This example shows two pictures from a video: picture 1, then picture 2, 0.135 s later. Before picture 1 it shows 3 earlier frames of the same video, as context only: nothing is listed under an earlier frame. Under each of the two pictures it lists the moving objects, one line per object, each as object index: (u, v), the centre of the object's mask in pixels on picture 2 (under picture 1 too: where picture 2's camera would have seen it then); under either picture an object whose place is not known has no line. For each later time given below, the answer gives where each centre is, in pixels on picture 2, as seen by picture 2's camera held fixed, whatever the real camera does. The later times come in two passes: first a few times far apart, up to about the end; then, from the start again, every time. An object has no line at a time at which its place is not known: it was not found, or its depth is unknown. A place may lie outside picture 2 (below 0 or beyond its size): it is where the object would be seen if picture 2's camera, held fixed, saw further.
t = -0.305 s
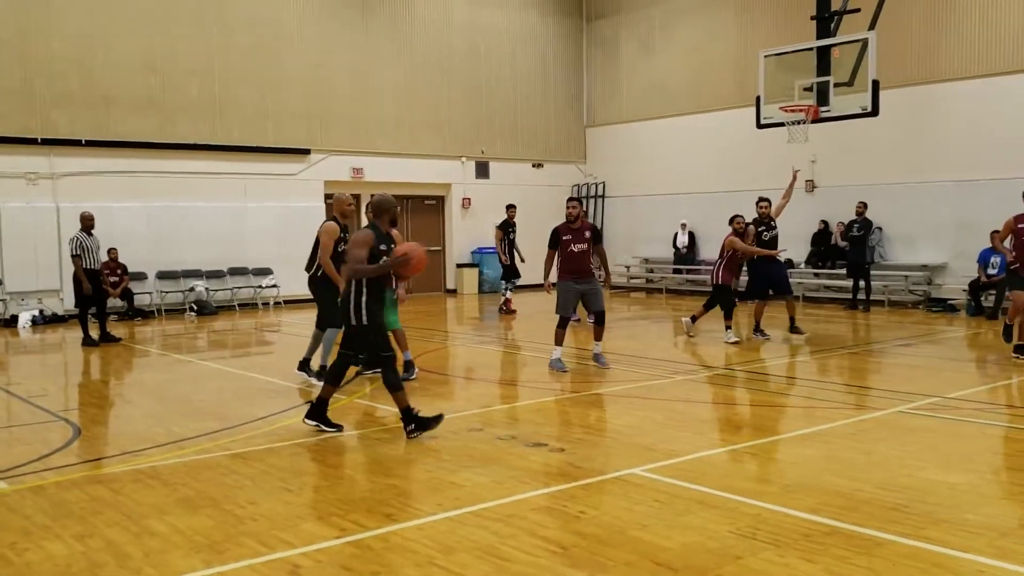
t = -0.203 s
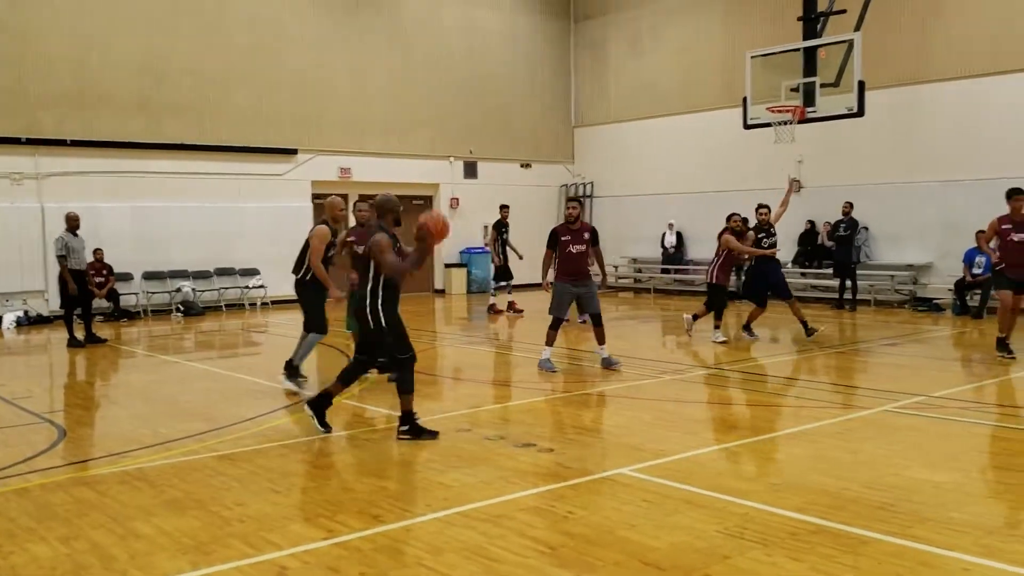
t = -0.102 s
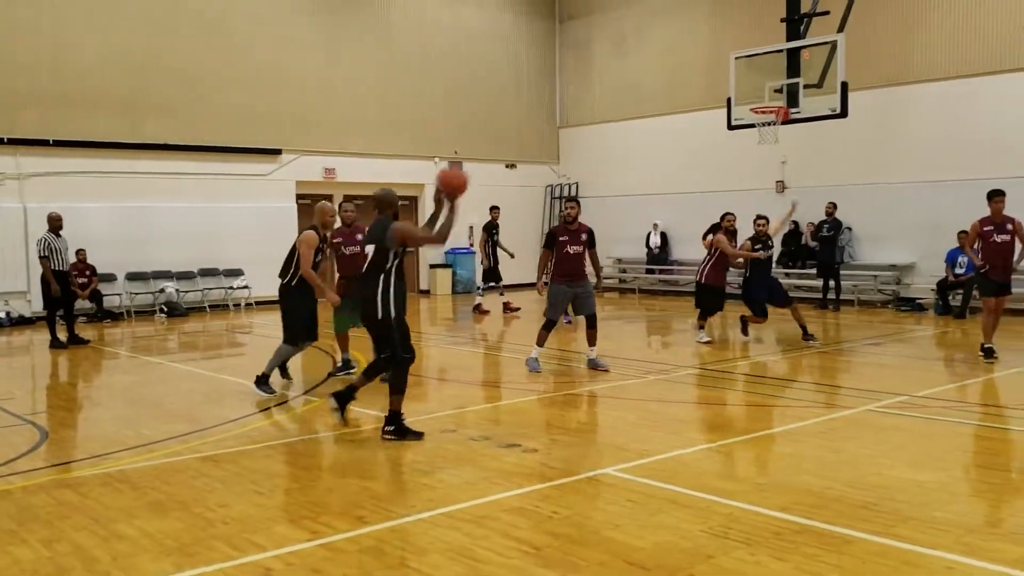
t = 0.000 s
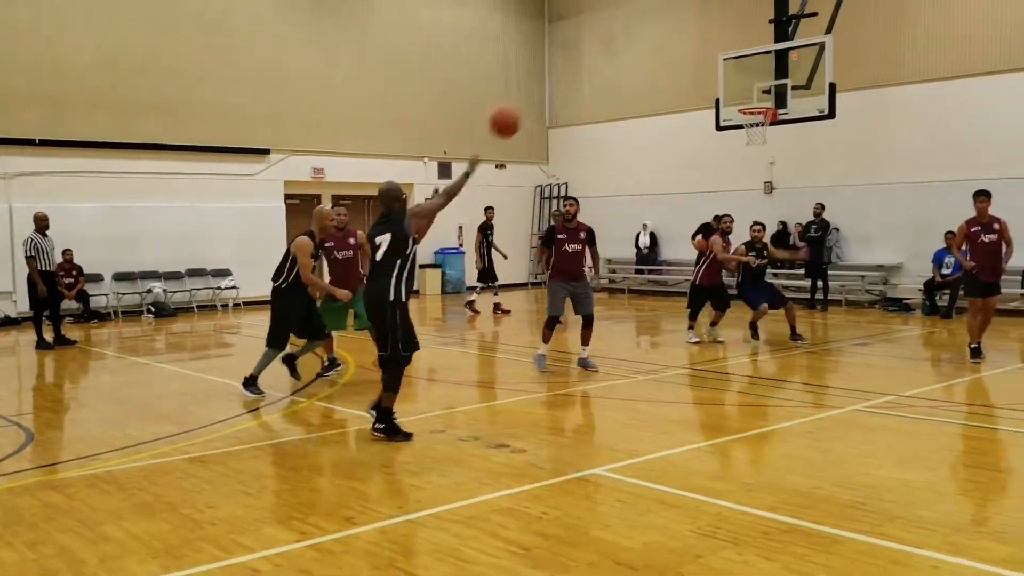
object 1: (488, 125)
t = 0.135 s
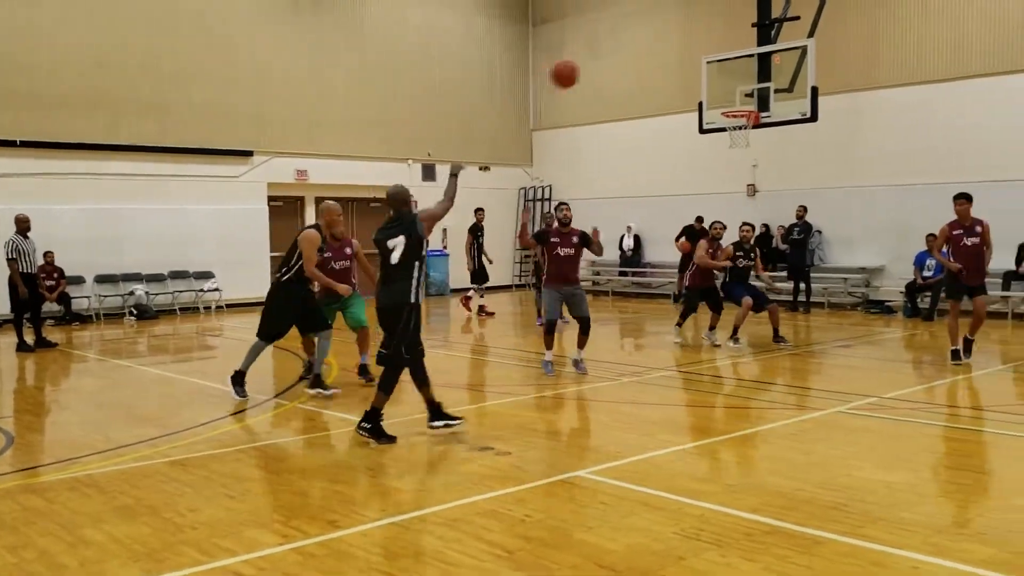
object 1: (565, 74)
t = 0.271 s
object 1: (629, 50)
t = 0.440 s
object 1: (696, 50)
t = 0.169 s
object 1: (582, 66)
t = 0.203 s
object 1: (599, 59)
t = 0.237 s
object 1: (614, 54)
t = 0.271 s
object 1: (629, 50)
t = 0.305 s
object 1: (643, 48)
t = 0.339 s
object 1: (657, 46)
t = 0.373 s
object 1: (671, 46)
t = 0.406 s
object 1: (683, 48)
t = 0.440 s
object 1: (696, 50)
